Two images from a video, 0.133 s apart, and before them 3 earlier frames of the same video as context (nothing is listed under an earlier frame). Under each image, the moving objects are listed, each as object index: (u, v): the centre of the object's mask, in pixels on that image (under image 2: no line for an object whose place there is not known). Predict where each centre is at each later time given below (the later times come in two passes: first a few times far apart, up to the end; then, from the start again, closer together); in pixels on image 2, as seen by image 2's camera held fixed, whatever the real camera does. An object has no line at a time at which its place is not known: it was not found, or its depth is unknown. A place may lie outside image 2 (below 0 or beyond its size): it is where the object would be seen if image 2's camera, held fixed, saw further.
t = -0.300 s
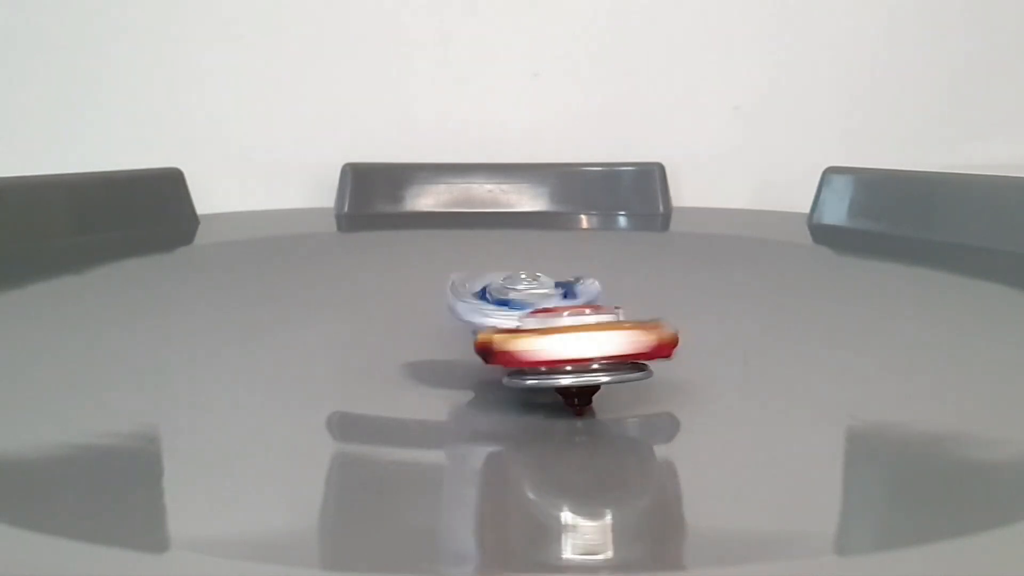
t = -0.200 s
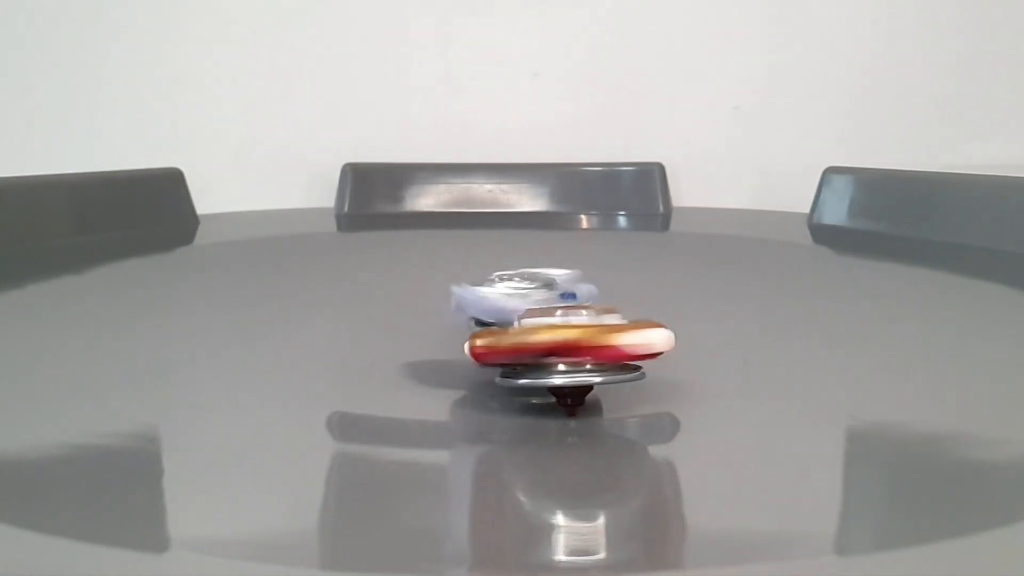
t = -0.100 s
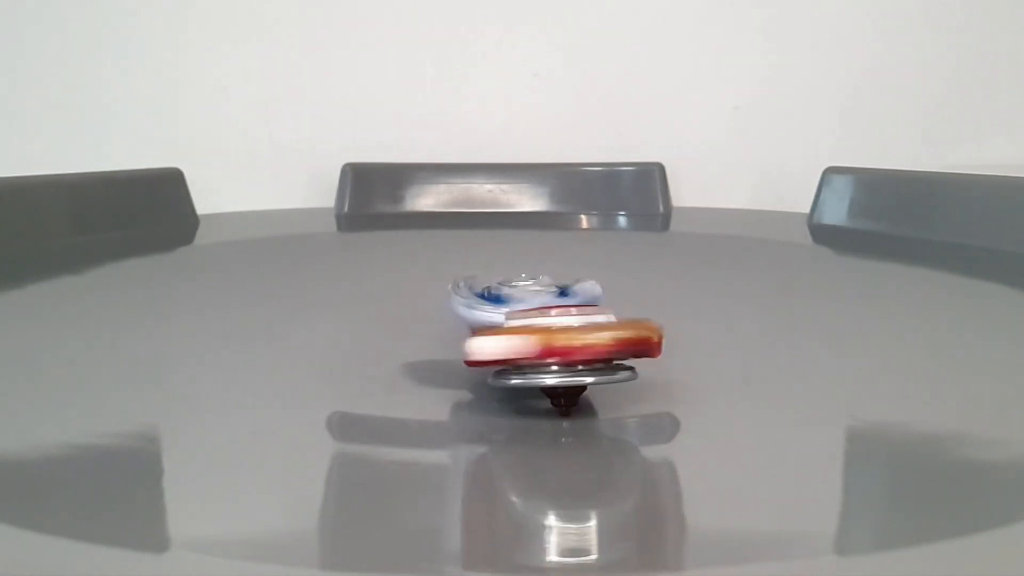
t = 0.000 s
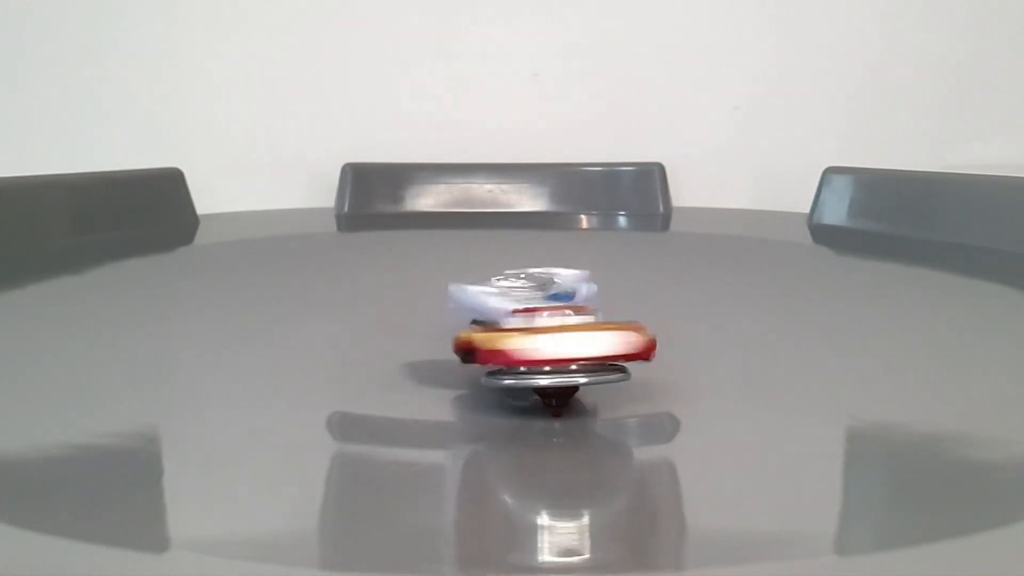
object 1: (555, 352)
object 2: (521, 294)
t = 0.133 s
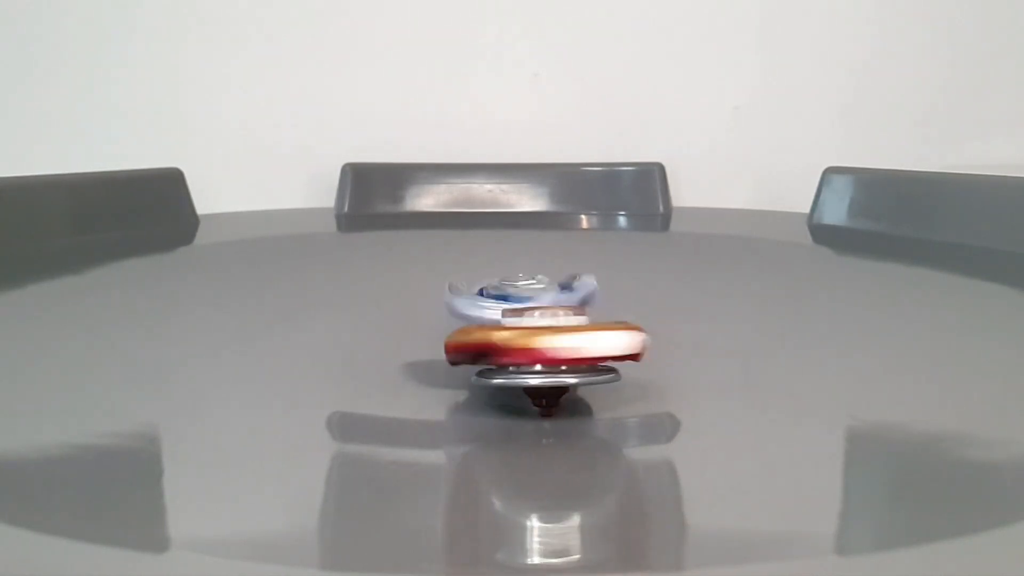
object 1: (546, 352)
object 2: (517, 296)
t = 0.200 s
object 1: (541, 352)
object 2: (523, 292)
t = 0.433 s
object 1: (524, 352)
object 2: (524, 293)
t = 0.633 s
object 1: (510, 352)
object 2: (530, 292)
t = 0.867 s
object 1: (493, 351)
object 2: (529, 293)
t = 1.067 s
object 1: (478, 351)
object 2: (530, 293)
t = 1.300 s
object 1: (460, 350)
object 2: (529, 294)
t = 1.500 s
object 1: (446, 349)
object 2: (528, 296)
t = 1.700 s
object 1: (432, 348)
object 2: (525, 299)
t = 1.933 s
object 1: (416, 346)
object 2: (526, 301)
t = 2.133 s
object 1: (403, 345)
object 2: (522, 303)
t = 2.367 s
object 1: (388, 342)
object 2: (522, 303)
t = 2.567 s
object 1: (377, 341)
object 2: (524, 303)
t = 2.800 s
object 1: (363, 339)
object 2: (527, 303)
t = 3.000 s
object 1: (352, 337)
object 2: (526, 303)
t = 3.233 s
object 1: (342, 335)
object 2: (526, 303)
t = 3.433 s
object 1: (333, 332)
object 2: (526, 303)
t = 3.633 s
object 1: (323, 330)
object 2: (527, 304)
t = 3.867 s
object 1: (316, 328)
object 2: (527, 304)
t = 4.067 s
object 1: (309, 325)
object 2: (526, 305)
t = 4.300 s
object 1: (302, 322)
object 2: (526, 304)
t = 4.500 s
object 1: (299, 320)
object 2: (524, 305)
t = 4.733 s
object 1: (293, 316)
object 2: (524, 305)
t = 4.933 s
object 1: (290, 315)
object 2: (521, 305)
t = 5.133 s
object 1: (289, 313)
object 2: (522, 303)
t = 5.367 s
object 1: (286, 309)
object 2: (519, 304)
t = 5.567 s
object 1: (285, 307)
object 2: (520, 304)
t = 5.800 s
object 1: (285, 304)
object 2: (517, 304)
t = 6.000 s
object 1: (285, 302)
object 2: (517, 302)
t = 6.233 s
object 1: (287, 299)
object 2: (515, 303)
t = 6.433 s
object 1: (289, 297)
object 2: (517, 303)
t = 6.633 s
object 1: (290, 294)
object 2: (517, 303)
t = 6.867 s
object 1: (295, 293)
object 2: (516, 302)
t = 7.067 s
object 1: (298, 290)
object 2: (513, 303)
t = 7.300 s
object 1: (302, 288)
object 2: (514, 303)
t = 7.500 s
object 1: (307, 286)
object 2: (511, 303)
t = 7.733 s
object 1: (312, 284)
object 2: (511, 303)
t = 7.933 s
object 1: (317, 283)
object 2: (508, 304)
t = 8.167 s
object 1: (325, 281)
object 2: (506, 304)
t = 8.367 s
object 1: (328, 278)
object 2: (506, 304)
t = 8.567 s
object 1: (335, 277)
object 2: (506, 306)
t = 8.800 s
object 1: (343, 276)
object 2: (505, 306)
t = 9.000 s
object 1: (348, 274)
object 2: (504, 305)
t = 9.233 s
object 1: (356, 273)
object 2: (501, 305)
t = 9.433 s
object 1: (366, 272)
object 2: (503, 306)
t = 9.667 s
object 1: (372, 271)
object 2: (500, 306)
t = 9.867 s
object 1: (379, 269)
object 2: (502, 305)
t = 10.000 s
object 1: (382, 268)
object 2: (494, 306)
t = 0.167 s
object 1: (544, 352)
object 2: (517, 294)
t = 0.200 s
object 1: (541, 352)
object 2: (523, 292)
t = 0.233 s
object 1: (539, 352)
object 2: (522, 291)
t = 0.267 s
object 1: (537, 353)
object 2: (516, 292)
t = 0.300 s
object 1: (534, 352)
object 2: (513, 295)
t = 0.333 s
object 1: (532, 352)
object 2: (515, 294)
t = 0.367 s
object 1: (529, 352)
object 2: (519, 293)
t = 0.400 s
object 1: (527, 352)
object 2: (523, 292)
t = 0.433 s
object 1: (524, 352)
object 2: (524, 293)
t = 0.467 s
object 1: (522, 352)
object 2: (523, 293)
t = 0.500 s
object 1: (515, 352)
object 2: (517, 292)
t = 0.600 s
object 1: (513, 352)
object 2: (521, 292)
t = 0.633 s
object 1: (510, 352)
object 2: (530, 292)
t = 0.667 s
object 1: (507, 351)
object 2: (529, 292)
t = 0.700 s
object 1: (504, 351)
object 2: (525, 293)
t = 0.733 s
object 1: (503, 351)
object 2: (520, 294)
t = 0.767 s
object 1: (500, 352)
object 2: (521, 294)
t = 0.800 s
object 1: (497, 351)
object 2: (521, 293)
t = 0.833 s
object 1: (495, 351)
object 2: (526, 292)
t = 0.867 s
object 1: (493, 351)
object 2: (529, 293)
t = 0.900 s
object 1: (491, 352)
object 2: (526, 294)
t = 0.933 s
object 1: (488, 351)
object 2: (523, 295)
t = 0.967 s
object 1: (484, 350)
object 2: (524, 295)
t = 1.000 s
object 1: (482, 350)
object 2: (526, 295)
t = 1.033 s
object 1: (480, 350)
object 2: (523, 293)
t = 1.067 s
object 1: (478, 351)
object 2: (530, 293)
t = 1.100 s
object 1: (475, 350)
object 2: (530, 292)
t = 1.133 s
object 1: (473, 350)
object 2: (525, 293)
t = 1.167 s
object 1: (471, 350)
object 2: (521, 295)
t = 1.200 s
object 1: (468, 350)
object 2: (522, 296)
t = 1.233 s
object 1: (466, 350)
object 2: (522, 296)
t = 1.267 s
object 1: (462, 349)
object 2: (527, 295)
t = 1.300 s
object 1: (460, 350)
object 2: (529, 294)
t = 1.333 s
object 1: (458, 350)
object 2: (529, 295)
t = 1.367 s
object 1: (456, 350)
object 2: (524, 295)
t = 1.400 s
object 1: (453, 349)
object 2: (521, 297)
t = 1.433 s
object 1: (451, 349)
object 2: (522, 295)
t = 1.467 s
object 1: (448, 349)
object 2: (523, 296)
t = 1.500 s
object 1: (446, 349)
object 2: (528, 296)
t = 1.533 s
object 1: (444, 349)
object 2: (529, 297)
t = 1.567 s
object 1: (441, 348)
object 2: (527, 297)
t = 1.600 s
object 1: (439, 348)
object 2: (523, 297)
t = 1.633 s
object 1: (437, 348)
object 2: (523, 299)
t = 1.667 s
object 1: (434, 348)
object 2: (522, 299)
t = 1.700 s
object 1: (432, 348)
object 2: (525, 299)
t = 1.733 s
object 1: (429, 348)
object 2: (529, 299)
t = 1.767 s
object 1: (428, 348)
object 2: (527, 300)
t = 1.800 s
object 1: (426, 347)
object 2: (524, 301)
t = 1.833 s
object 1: (423, 348)
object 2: (522, 302)
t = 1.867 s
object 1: (421, 347)
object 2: (524, 303)
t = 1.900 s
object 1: (418, 346)
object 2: (523, 301)
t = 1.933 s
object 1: (416, 346)
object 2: (526, 301)
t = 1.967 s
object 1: (414, 346)
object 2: (528, 300)
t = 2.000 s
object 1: (412, 346)
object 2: (525, 301)
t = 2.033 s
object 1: (410, 345)
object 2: (522, 302)
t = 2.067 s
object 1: (408, 345)
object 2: (521, 304)
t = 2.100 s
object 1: (406, 345)
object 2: (521, 304)
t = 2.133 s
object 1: (403, 345)
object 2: (522, 303)
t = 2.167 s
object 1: (402, 345)
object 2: (525, 302)
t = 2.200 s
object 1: (398, 344)
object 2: (525, 302)
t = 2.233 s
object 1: (396, 344)
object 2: (522, 303)
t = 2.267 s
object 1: (395, 344)
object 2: (519, 304)
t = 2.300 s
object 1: (393, 344)
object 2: (520, 304)
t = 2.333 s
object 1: (391, 343)
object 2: (521, 303)
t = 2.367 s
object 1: (388, 342)
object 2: (522, 303)
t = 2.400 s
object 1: (387, 343)
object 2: (526, 303)
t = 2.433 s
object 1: (384, 342)
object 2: (525, 303)
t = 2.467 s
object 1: (382, 343)
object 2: (522, 303)
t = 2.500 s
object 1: (381, 342)
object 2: (521, 304)
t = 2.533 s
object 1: (378, 341)
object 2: (522, 303)
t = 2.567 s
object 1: (377, 341)
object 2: (524, 303)
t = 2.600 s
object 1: (374, 341)
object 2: (529, 303)
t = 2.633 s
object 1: (372, 341)
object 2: (528, 303)
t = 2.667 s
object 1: (370, 340)
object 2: (526, 304)
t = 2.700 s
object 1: (368, 340)
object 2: (523, 304)
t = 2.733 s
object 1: (367, 340)
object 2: (525, 306)
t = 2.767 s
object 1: (365, 340)
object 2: (524, 304)
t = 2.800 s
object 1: (363, 339)
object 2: (527, 303)
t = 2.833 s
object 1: (360, 338)
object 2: (531, 302)
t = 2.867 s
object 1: (360, 338)
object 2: (529, 302)
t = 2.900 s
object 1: (358, 338)
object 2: (525, 303)
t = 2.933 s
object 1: (357, 338)
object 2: (524, 305)
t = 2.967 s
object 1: (354, 337)
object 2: (525, 305)
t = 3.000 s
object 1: (352, 337)
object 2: (526, 303)
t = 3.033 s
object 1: (352, 337)
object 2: (529, 303)
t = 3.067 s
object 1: (349, 337)
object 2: (530, 302)
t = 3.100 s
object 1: (348, 337)
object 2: (528, 302)
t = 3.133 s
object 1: (345, 335)
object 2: (524, 303)
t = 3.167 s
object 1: (344, 335)
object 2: (524, 304)
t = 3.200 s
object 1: (343, 335)
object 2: (525, 304)
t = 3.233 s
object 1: (342, 335)
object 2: (526, 303)
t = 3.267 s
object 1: (340, 334)
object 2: (532, 302)
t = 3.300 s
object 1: (337, 334)
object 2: (532, 302)
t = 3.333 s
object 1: (337, 334)
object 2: (529, 302)
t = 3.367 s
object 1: (335, 334)
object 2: (525, 303)
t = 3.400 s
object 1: (334, 333)
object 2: (526, 304)
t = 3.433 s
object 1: (333, 332)
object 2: (526, 303)
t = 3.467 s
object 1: (330, 332)
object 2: (531, 303)
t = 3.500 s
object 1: (330, 332)
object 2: (533, 303)
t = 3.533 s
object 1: (328, 332)
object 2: (531, 303)
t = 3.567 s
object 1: (327, 331)
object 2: (528, 304)
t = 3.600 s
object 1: (325, 330)
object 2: (526, 305)
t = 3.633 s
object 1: (323, 330)
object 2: (527, 304)
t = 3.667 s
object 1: (323, 330)
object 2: (527, 303)
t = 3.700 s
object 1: (321, 330)
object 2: (532, 302)
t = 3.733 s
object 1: (321, 329)
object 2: (534, 302)
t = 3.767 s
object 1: (318, 328)
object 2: (531, 302)
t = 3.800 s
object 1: (317, 328)
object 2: (527, 303)
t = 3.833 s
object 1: (317, 328)
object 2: (526, 305)
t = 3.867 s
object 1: (316, 328)
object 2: (527, 304)
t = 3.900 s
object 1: (315, 327)
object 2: (529, 303)
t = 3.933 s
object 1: (312, 326)
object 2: (531, 302)
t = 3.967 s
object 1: (312, 327)
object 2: (531, 302)
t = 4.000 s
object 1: (310, 327)
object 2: (527, 303)
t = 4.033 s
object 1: (310, 326)
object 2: (524, 304)
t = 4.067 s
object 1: (309, 325)
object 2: (526, 305)
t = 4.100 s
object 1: (307, 324)
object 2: (526, 304)
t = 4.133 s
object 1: (308, 324)
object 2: (529, 303)
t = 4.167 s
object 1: (306, 324)
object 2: (533, 302)
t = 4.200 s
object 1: (306, 324)
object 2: (530, 302)
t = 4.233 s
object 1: (303, 323)
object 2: (527, 302)
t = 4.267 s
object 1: (303, 323)
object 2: (524, 304)
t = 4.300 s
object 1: (302, 322)
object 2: (526, 304)
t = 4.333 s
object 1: (301, 322)
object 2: (526, 303)
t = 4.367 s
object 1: (301, 321)
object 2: (531, 303)
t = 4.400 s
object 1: (299, 320)
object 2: (530, 303)
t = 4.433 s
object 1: (299, 320)
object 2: (529, 304)
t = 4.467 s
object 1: (298, 320)
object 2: (526, 304)
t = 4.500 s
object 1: (299, 320)
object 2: (524, 305)
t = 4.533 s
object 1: (296, 319)
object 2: (527, 303)
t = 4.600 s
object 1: (294, 318)
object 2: (531, 302)
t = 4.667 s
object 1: (295, 318)
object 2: (528, 303)
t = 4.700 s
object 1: (293, 317)
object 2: (525, 304)
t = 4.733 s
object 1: (293, 316)
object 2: (524, 305)
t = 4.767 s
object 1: (294, 316)
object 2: (524, 304)
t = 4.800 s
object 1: (292, 316)
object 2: (527, 303)
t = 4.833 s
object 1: (293, 316)
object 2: (530, 303)
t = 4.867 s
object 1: (290, 315)
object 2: (528, 303)
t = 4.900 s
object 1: (291, 315)
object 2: (524, 303)
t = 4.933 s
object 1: (290, 315)
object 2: (521, 305)
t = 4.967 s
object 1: (290, 315)
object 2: (525, 306)
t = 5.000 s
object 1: (290, 314)
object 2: (523, 304)
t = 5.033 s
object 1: (288, 313)
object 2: (525, 303)
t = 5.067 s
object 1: (289, 313)
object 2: (528, 302)
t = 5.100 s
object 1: (289, 313)
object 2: (526, 302)
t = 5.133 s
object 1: (289, 313)
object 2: (522, 303)
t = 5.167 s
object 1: (288, 311)
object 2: (519, 305)
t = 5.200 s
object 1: (287, 311)
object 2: (520, 304)
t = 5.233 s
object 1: (289, 311)
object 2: (521, 304)
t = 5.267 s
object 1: (286, 311)
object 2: (525, 304)
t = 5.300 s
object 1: (288, 310)
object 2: (524, 304)
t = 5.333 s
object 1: (286, 309)
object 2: (522, 304)
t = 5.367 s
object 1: (286, 309)
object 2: (519, 304)
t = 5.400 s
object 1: (287, 309)
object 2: (518, 305)
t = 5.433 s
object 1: (286, 309)
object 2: (518, 304)
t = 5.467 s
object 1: (287, 308)
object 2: (521, 303)
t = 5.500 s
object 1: (285, 307)
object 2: (525, 303)
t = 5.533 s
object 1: (286, 307)
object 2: (524, 303)
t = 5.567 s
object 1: (285, 307)
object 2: (520, 304)
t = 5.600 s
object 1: (286, 307)
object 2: (517, 305)
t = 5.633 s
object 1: (286, 306)
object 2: (517, 305)
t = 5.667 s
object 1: (284, 305)
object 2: (517, 304)
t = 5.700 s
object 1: (286, 305)
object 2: (520, 303)
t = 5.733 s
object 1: (285, 305)
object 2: (523, 303)
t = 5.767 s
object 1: (286, 305)
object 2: (521, 303)
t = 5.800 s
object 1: (285, 304)
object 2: (517, 304)
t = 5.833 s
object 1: (285, 303)
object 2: (515, 304)
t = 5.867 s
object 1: (285, 303)
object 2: (515, 304)
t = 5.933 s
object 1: (285, 302)
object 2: (520, 302)
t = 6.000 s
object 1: (285, 302)
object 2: (517, 302)
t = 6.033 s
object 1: (286, 301)
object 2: (514, 303)
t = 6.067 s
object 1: (286, 301)
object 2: (512, 305)
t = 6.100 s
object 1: (287, 301)
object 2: (513, 304)
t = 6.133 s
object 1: (287, 300)
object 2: (518, 303)
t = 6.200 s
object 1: (287, 300)
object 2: (517, 303)
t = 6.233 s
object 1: (287, 299)
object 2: (515, 303)
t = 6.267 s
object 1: (288, 299)
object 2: (512, 303)
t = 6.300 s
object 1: (287, 298)
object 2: (510, 305)
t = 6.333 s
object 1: (288, 298)
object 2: (511, 304)
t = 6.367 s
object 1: (288, 298)
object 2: (513, 304)
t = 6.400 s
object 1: (289, 298)
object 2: (518, 303)
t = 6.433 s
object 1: (289, 297)
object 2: (517, 303)
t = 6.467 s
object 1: (289, 296)
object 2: (514, 304)
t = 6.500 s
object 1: (290, 296)
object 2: (511, 304)
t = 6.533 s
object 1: (289, 296)
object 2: (511, 305)
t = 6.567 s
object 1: (291, 296)
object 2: (510, 303)
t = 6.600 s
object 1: (289, 295)
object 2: (514, 303)
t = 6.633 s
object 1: (290, 294)
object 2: (517, 303)
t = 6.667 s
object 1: (292, 295)
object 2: (516, 303)
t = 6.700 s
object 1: (292, 294)
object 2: (512, 304)
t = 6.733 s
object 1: (294, 294)
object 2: (510, 304)
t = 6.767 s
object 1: (292, 293)
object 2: (512, 306)
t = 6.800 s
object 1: (293, 293)
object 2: (509, 303)
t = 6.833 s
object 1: (294, 293)
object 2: (513, 303)
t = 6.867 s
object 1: (295, 293)
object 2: (516, 302)
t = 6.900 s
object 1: (296, 293)
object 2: (515, 301)
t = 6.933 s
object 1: (295, 291)
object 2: (510, 302)
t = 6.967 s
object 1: (296, 291)
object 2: (508, 305)
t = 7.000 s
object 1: (296, 291)
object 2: (510, 304)
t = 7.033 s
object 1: (298, 291)
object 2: (510, 304)
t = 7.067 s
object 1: (298, 290)
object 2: (513, 303)
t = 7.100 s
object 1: (298, 289)
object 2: (515, 302)
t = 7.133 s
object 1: (300, 290)
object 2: (513, 302)
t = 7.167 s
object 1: (299, 290)
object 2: (508, 303)
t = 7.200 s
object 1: (301, 289)
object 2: (507, 304)
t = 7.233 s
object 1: (300, 289)
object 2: (508, 303)
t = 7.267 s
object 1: (301, 288)
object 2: (509, 303)
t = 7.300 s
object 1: (302, 288)
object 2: (514, 303)
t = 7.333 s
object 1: (303, 288)
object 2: (516, 303)
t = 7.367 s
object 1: (305, 288)
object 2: (513, 303)
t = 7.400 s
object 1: (303, 287)
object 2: (510, 303)
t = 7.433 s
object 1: (305, 287)
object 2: (508, 304)
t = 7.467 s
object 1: (306, 287)
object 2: (510, 303)
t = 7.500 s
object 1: (307, 286)
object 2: (511, 303)
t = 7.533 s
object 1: (308, 287)
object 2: (516, 303)
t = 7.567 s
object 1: (307, 285)
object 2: (515, 303)
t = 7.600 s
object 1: (309, 285)
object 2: (512, 304)
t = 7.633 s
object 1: (309, 285)
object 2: (510, 304)
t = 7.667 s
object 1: (311, 285)
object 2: (509, 305)
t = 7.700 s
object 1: (311, 285)
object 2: (509, 304)
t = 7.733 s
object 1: (312, 284)
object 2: (511, 303)
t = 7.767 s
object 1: (313, 284)
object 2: (516, 302)
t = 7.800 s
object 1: (313, 284)
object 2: (515, 302)
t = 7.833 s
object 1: (316, 283)
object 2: (511, 303)
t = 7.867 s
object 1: (315, 283)
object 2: (507, 304)
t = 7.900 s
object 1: (316, 282)
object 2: (508, 305)
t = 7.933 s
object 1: (317, 283)
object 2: (508, 304)
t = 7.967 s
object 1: (318, 282)
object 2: (510, 303)
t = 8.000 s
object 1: (320, 282)
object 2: (513, 303)
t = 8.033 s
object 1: (319, 281)
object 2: (512, 303)
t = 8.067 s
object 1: (320, 281)
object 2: (509, 303)
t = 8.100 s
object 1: (321, 281)
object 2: (505, 304)
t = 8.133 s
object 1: (323, 281)
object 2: (507, 305)
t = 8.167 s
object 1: (325, 281)
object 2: (506, 304)
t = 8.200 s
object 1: (325, 280)
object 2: (514, 303)
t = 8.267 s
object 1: (326, 280)
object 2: (512, 303)
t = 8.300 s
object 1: (327, 279)
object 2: (508, 304)
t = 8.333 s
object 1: (329, 280)
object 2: (505, 305)
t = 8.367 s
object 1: (328, 278)
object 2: (506, 304)
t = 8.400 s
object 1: (330, 278)
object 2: (507, 304)
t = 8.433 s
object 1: (331, 279)
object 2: (513, 304)
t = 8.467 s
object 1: (333, 278)
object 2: (513, 304)
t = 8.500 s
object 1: (333, 278)
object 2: (511, 305)
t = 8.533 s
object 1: (333, 277)
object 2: (508, 305)
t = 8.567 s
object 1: (335, 277)
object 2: (506, 306)
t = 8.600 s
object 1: (336, 277)
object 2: (507, 306)
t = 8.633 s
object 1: (338, 277)
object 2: (507, 305)
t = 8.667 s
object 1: (338, 277)
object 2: (512, 304)
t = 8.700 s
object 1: (339, 276)
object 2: (514, 304)
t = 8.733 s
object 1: (340, 276)
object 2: (510, 304)
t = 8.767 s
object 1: (341, 276)
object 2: (506, 305)
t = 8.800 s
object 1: (343, 276)
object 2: (505, 306)
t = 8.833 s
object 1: (342, 275)
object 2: (507, 306)
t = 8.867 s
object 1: (344, 275)
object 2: (507, 305)
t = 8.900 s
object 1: (345, 275)
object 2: (510, 304)
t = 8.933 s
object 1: (347, 275)
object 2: (510, 304)
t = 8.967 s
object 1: (349, 275)
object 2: (507, 304)
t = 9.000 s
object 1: (348, 274)
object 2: (504, 305)
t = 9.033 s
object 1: (350, 274)
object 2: (503, 307)
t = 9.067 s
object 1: (351, 274)
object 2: (503, 305)
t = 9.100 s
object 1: (353, 273)
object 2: (504, 305)
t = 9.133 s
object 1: (354, 274)
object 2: (508, 304)
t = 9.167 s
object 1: (354, 273)
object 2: (509, 304)
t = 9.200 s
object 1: (356, 273)
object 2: (506, 304)
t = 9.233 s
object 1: (356, 273)
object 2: (501, 305)
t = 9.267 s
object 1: (359, 273)
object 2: (501, 306)
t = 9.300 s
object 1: (359, 272)
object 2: (502, 305)
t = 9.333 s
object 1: (360, 272)
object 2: (503, 305)
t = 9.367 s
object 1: (361, 272)
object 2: (507, 305)
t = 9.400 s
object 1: (363, 272)
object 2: (506, 305)
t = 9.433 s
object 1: (366, 272)
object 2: (503, 306)
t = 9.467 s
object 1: (365, 272)
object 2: (500, 306)
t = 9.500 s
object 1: (366, 271)
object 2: (500, 307)
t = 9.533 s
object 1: (366, 271)
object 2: (500, 306)
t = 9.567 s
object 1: (368, 271)
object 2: (502, 305)
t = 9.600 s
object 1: (371, 271)
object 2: (506, 305)
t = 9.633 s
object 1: (370, 270)
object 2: (505, 305)
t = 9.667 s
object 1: (372, 271)
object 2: (500, 306)
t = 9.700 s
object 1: (373, 270)
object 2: (498, 306)
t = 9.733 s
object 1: (374, 270)
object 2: (498, 307)
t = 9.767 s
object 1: (375, 270)
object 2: (498, 306)
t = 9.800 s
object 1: (375, 269)
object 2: (499, 305)
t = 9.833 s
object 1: (377, 269)
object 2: (503, 305)
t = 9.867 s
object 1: (379, 269)
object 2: (502, 305)
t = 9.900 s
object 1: (381, 269)
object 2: (497, 306)
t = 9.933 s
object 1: (381, 269)
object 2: (494, 306)
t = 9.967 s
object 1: (380, 268)
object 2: (494, 307)
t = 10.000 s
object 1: (382, 268)
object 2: (494, 306)
